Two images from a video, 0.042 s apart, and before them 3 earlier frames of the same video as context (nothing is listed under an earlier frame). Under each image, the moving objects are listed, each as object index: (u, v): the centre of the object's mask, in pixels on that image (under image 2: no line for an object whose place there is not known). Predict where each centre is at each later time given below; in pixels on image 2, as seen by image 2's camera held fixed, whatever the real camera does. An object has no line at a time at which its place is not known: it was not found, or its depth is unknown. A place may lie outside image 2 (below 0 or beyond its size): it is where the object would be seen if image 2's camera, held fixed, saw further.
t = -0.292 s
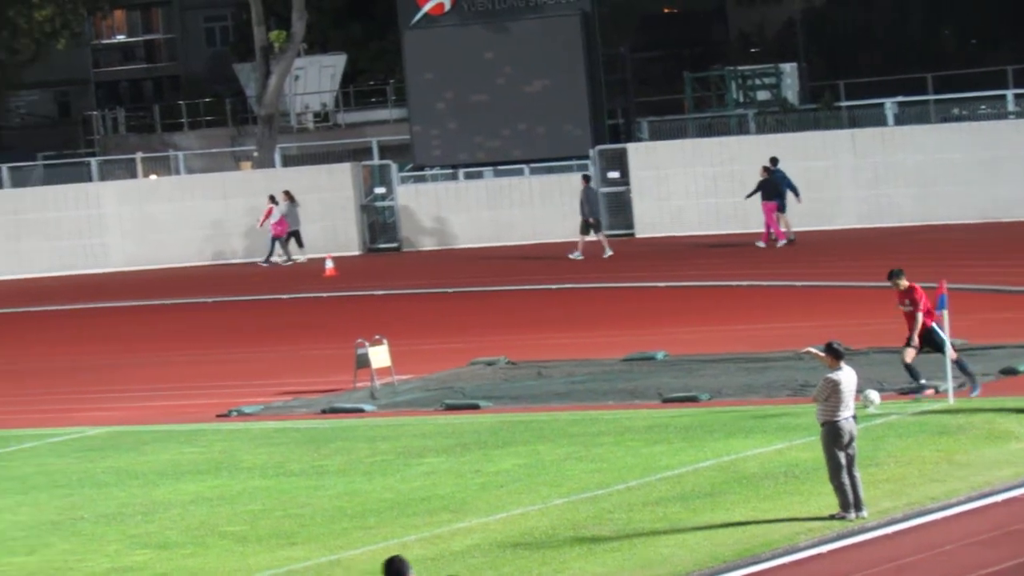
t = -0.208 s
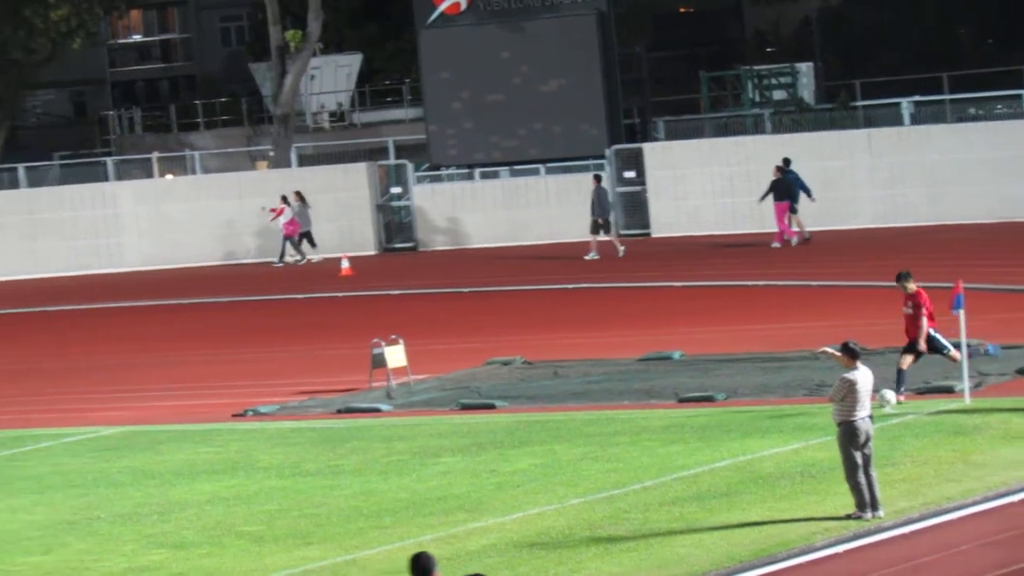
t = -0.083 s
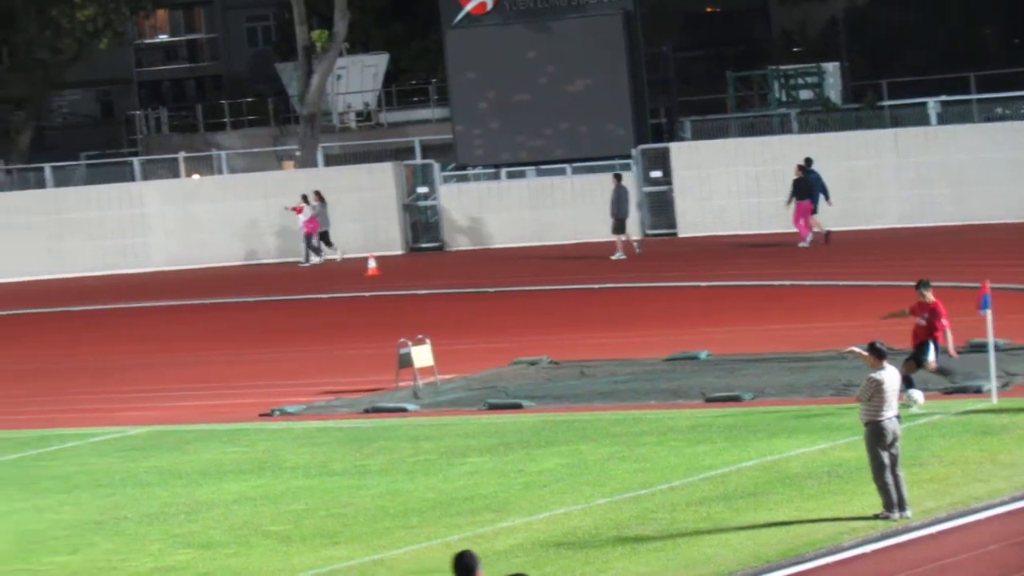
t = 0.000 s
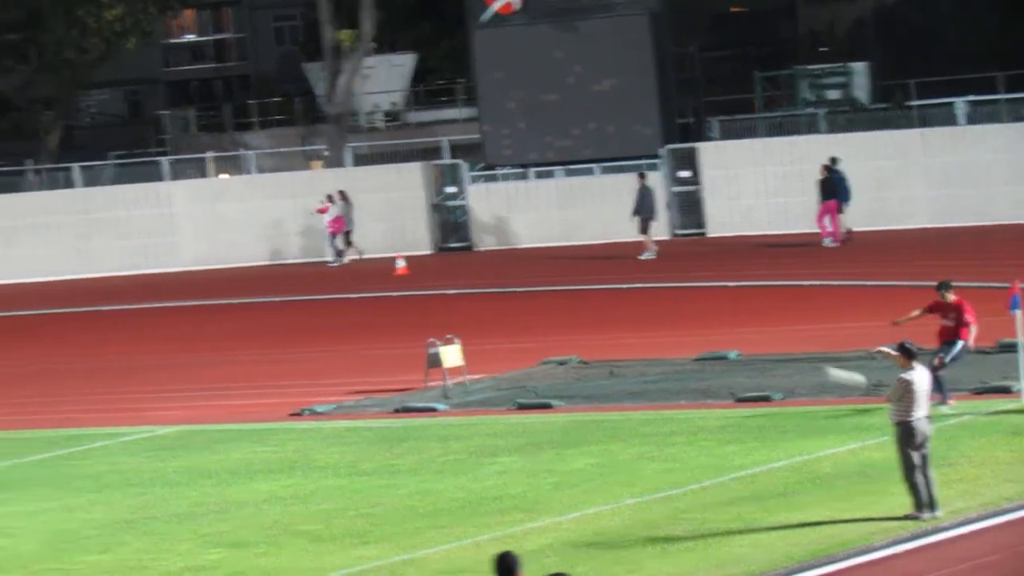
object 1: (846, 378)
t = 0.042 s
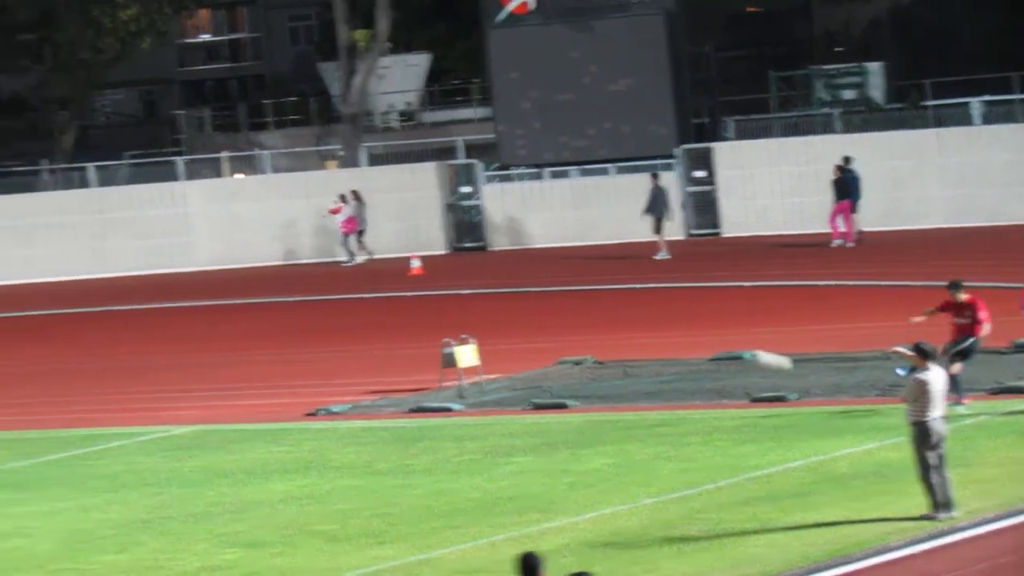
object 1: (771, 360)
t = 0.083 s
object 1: (686, 346)
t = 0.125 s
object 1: (604, 333)
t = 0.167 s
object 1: (526, 322)
